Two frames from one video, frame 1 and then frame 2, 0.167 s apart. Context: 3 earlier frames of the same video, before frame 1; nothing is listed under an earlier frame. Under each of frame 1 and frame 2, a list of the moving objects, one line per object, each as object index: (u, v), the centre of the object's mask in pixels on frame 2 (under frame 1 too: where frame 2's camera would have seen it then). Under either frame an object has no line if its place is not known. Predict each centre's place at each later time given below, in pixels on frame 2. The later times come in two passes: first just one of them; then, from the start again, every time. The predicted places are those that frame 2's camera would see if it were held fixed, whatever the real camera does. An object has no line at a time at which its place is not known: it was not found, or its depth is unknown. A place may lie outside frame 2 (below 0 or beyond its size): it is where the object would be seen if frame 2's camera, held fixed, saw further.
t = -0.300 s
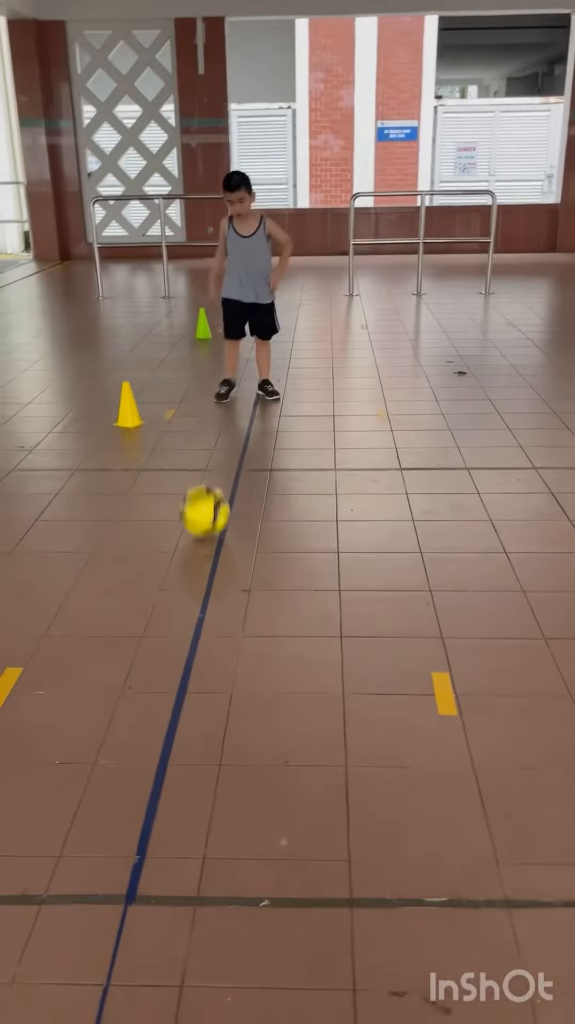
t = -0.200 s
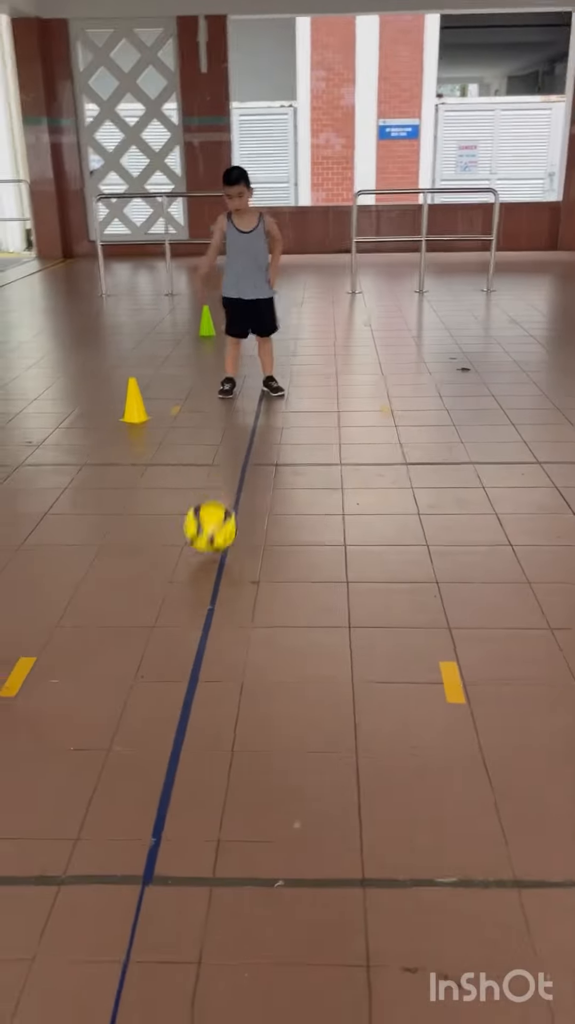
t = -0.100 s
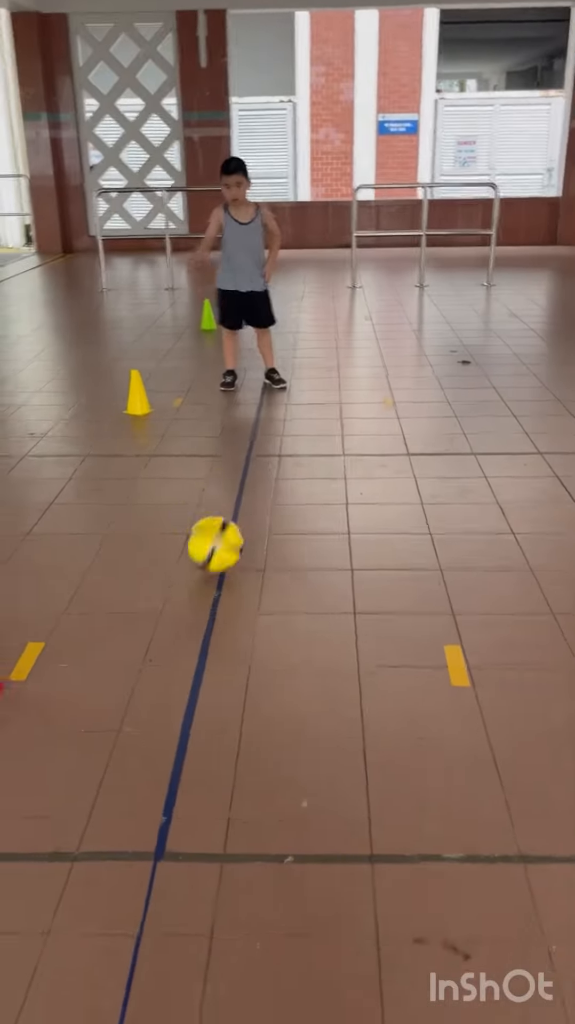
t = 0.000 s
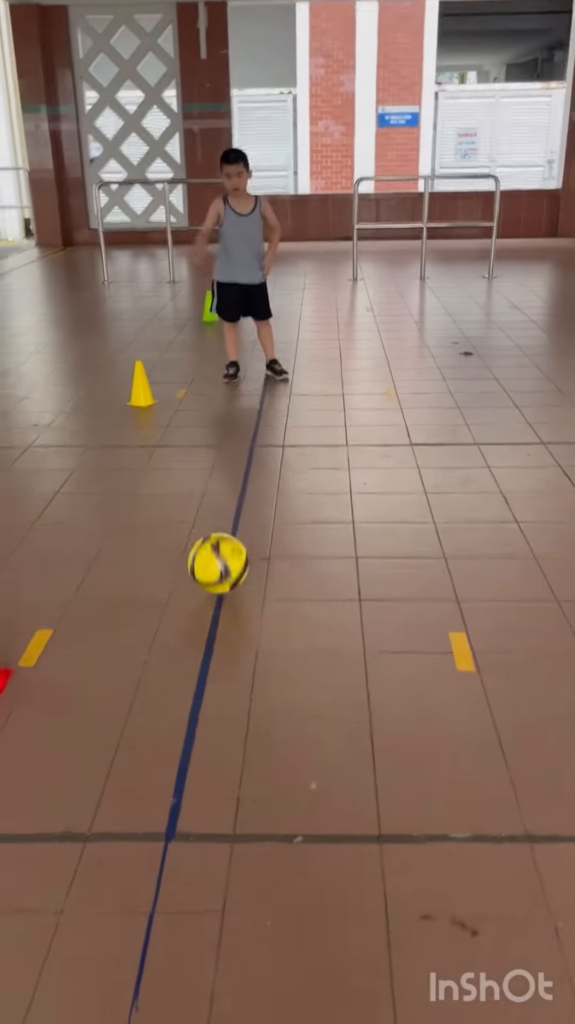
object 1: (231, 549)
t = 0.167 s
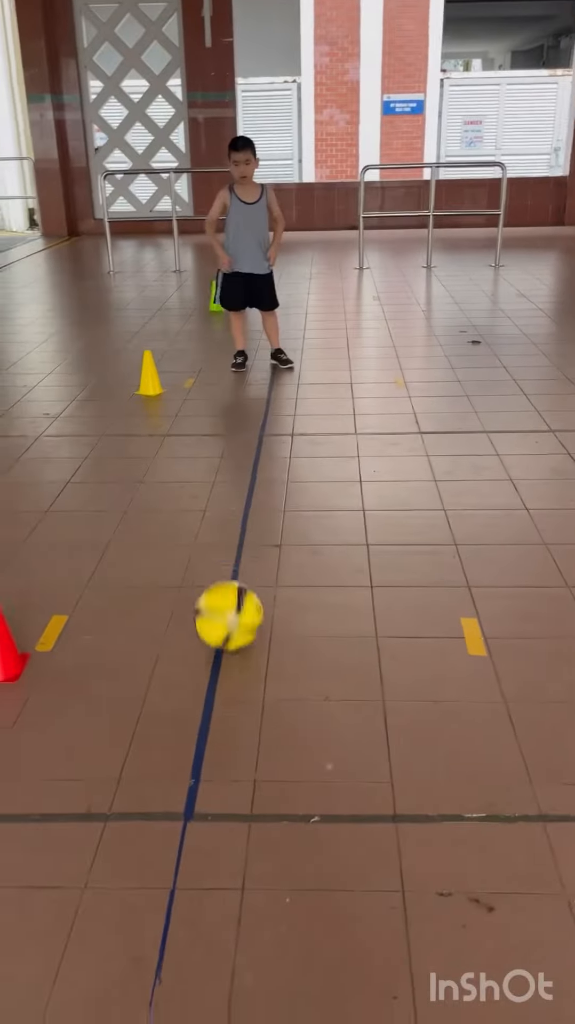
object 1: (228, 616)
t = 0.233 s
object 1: (226, 645)
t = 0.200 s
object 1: (227, 628)
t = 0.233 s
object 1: (226, 645)
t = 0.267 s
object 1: (224, 661)
